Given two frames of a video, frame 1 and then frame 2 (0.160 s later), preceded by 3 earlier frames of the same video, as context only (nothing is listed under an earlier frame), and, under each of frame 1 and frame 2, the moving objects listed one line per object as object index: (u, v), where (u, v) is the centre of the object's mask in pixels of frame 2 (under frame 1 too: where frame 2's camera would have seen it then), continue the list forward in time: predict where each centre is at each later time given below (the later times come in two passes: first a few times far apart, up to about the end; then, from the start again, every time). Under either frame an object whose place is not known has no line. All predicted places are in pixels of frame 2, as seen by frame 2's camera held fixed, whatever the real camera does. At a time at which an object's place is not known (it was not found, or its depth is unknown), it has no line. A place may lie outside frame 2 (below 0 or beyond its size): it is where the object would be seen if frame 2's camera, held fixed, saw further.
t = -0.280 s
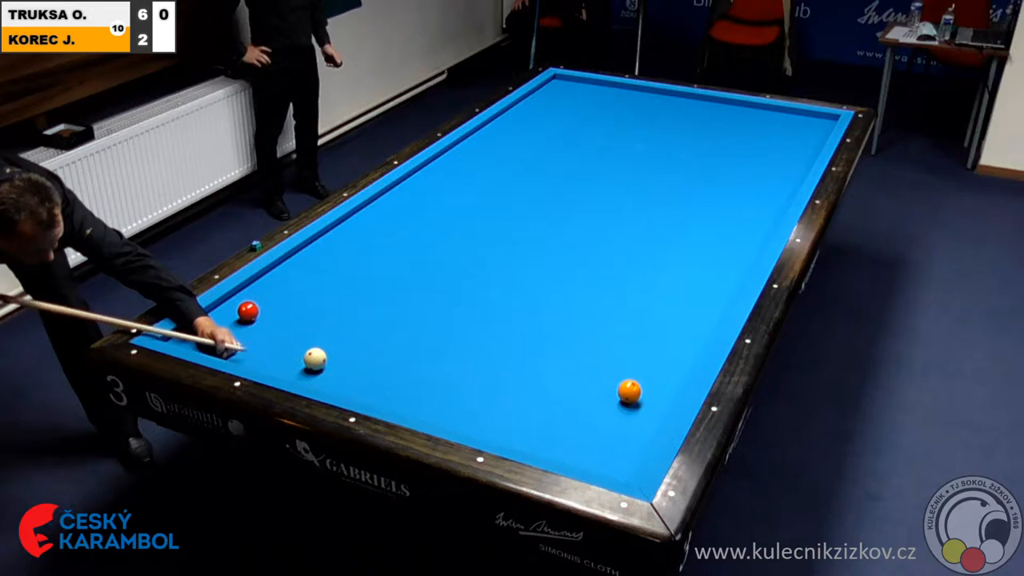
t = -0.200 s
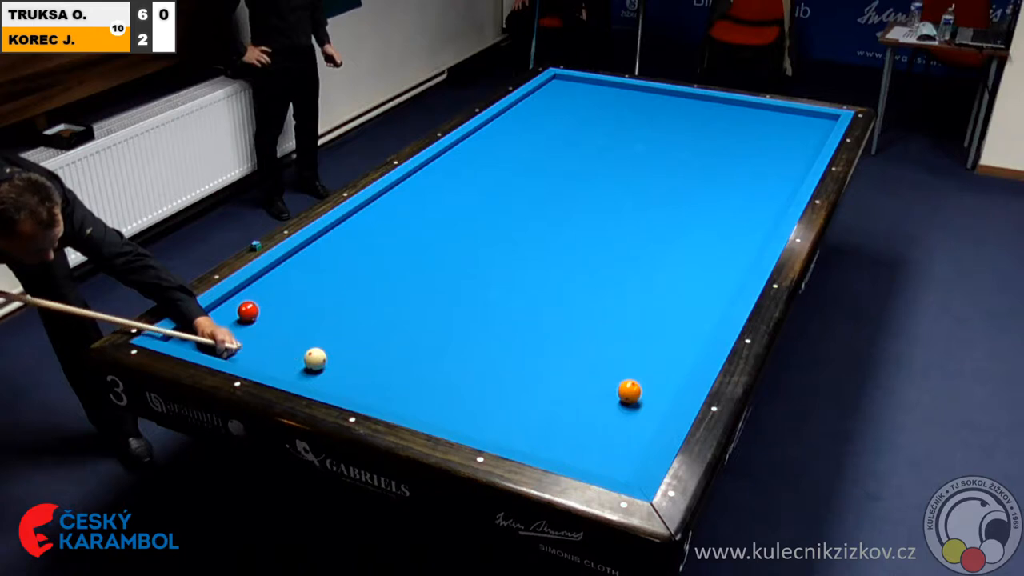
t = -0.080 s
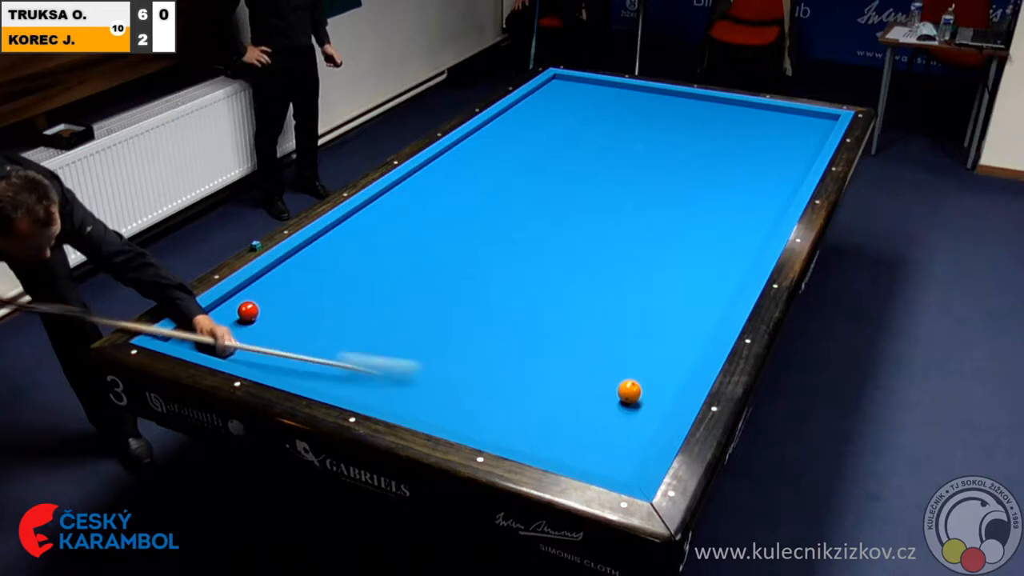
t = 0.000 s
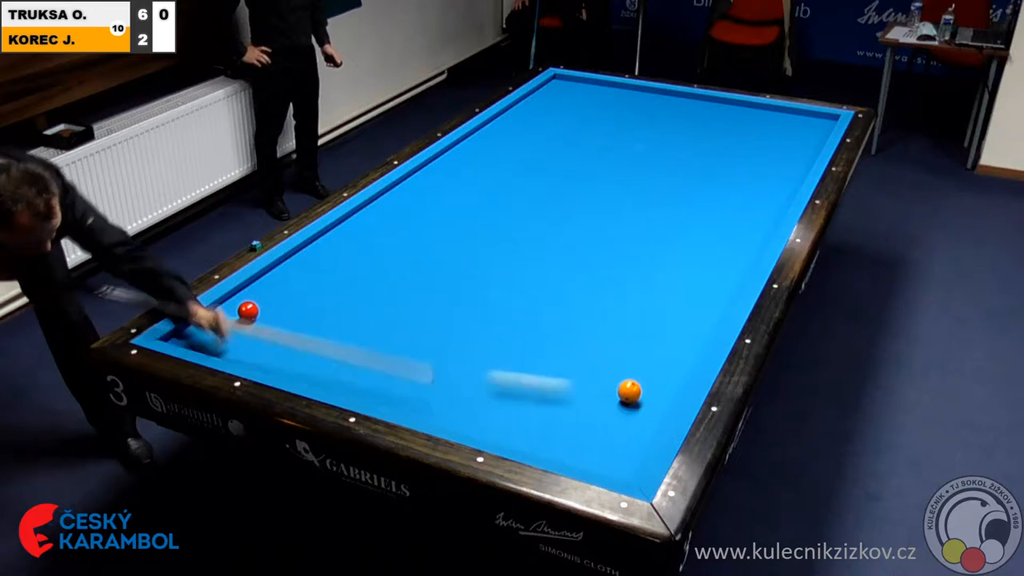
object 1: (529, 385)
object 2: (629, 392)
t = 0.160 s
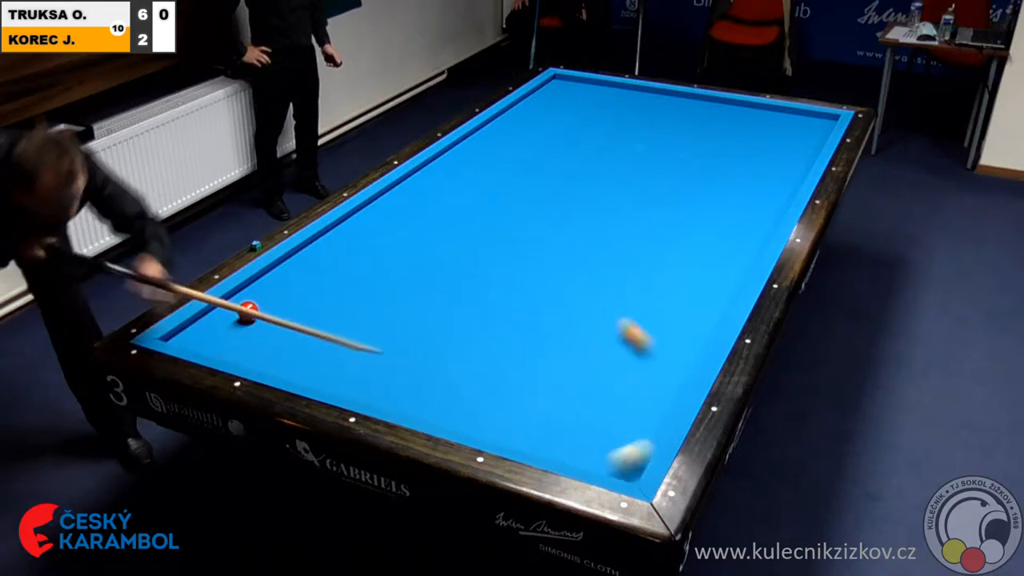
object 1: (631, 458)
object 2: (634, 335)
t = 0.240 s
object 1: (587, 447)
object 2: (592, 298)
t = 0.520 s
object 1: (524, 344)
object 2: (491, 207)
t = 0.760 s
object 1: (485, 285)
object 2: (440, 158)
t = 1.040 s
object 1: (448, 229)
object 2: (539, 153)
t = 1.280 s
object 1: (423, 190)
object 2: (603, 145)
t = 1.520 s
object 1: (452, 167)
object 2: (662, 137)
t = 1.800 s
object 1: (519, 150)
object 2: (727, 129)
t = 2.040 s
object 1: (572, 137)
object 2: (779, 122)
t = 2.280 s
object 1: (622, 125)
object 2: (828, 116)
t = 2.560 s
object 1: (675, 111)
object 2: (815, 122)
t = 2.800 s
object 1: (717, 101)
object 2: (799, 124)
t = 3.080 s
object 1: (748, 115)
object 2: (782, 128)
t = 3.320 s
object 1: (775, 124)
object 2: (768, 133)
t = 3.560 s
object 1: (795, 132)
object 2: (759, 144)
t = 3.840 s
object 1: (819, 139)
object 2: (747, 157)
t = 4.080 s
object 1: (805, 142)
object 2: (736, 168)
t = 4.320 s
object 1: (790, 144)
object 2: (725, 180)
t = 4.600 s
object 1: (773, 146)
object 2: (711, 195)
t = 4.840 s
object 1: (759, 148)
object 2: (699, 208)
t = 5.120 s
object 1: (743, 151)
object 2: (684, 223)
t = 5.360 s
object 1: (729, 153)
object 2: (671, 237)
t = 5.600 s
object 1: (716, 155)
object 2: (657, 251)
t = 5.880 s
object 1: (702, 157)
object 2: (641, 268)
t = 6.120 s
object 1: (689, 158)
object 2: (627, 284)
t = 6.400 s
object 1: (676, 161)
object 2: (609, 302)
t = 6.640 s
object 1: (665, 162)
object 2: (594, 319)
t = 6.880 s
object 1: (654, 164)
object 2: (577, 336)
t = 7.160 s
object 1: (642, 166)
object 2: (558, 357)
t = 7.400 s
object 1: (632, 167)
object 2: (540, 375)
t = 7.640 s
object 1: (623, 168)
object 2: (522, 394)
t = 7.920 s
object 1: (613, 170)
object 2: (500, 417)
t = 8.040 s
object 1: (609, 170)
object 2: (491, 426)
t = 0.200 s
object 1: (602, 461)
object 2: (612, 315)
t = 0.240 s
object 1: (587, 447)
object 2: (592, 298)
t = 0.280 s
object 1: (576, 426)
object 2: (574, 281)
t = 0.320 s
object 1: (566, 411)
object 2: (557, 266)
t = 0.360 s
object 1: (556, 394)
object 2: (542, 253)
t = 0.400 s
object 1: (547, 380)
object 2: (527, 240)
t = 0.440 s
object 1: (539, 368)
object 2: (514, 228)
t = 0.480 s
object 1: (531, 356)
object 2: (502, 217)
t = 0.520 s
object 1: (524, 344)
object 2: (491, 207)
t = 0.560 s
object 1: (516, 333)
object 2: (480, 197)
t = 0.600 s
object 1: (510, 323)
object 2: (471, 188)
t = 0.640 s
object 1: (503, 313)
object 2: (462, 180)
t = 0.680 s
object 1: (497, 303)
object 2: (453, 172)
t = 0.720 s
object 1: (491, 293)
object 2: (445, 164)
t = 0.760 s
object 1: (485, 285)
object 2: (440, 158)
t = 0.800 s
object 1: (479, 276)
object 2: (455, 157)
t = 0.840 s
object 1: (473, 268)
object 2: (471, 157)
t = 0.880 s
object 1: (468, 259)
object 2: (486, 156)
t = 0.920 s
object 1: (463, 251)
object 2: (500, 156)
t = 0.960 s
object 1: (458, 243)
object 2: (514, 155)
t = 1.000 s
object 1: (453, 235)
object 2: (526, 154)
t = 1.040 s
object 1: (448, 229)
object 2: (539, 153)
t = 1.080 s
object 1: (444, 221)
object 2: (551, 152)
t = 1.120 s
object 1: (439, 215)
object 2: (562, 151)
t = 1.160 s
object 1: (435, 208)
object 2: (572, 150)
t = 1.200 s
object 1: (431, 202)
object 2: (583, 148)
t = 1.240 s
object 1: (427, 196)
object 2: (593, 147)
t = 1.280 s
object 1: (423, 190)
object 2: (603, 145)
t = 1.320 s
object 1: (419, 184)
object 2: (613, 144)
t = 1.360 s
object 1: (415, 178)
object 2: (623, 143)
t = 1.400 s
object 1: (417, 174)
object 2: (632, 141)
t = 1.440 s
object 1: (429, 172)
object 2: (642, 140)
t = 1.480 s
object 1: (441, 169)
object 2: (652, 139)
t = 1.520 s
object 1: (452, 167)
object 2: (662, 137)
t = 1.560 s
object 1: (462, 164)
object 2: (671, 136)
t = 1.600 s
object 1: (472, 162)
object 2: (681, 134)
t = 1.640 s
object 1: (482, 160)
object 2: (690, 133)
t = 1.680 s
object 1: (491, 157)
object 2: (700, 132)
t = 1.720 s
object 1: (501, 155)
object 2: (709, 131)
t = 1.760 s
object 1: (510, 152)
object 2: (718, 130)
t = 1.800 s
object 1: (519, 150)
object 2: (727, 129)
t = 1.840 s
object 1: (529, 148)
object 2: (736, 127)
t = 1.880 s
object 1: (538, 146)
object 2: (744, 126)
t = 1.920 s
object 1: (547, 144)
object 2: (753, 125)
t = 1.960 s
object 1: (555, 141)
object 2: (762, 124)
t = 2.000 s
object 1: (564, 139)
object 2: (771, 123)
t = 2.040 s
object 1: (572, 137)
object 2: (779, 122)
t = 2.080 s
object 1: (581, 135)
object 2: (788, 121)
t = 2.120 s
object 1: (589, 133)
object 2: (796, 119)
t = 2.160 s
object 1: (598, 131)
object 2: (804, 118)
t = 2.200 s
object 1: (606, 129)
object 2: (813, 117)
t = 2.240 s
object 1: (614, 127)
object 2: (821, 116)
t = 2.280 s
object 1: (622, 125)
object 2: (828, 116)
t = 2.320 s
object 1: (630, 123)
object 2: (831, 118)
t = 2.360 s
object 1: (638, 121)
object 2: (830, 119)
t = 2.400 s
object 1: (645, 119)
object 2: (827, 120)
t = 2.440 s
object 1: (653, 117)
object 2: (824, 120)
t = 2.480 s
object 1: (661, 115)
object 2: (821, 121)
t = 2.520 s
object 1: (668, 113)
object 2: (818, 121)
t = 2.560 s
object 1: (675, 111)
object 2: (815, 122)
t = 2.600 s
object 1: (683, 110)
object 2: (813, 122)
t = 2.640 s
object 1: (690, 108)
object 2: (810, 123)
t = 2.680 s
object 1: (697, 106)
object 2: (808, 123)
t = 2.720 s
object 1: (704, 104)
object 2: (805, 123)
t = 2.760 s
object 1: (710, 103)
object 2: (802, 124)
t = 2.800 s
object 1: (717, 101)
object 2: (799, 124)
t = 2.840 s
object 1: (723, 101)
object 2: (797, 125)
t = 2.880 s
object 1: (727, 103)
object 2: (794, 125)
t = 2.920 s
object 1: (731, 106)
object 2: (792, 126)
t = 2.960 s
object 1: (735, 108)
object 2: (789, 126)
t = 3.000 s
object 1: (739, 110)
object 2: (787, 127)
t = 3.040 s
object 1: (744, 113)
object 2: (784, 127)
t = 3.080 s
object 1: (748, 115)
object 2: (782, 128)
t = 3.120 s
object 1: (753, 117)
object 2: (779, 128)
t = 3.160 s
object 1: (757, 119)
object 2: (776, 129)
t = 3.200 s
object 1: (761, 122)
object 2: (774, 129)
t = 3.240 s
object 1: (764, 122)
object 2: (772, 130)
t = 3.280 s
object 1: (769, 122)
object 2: (770, 131)
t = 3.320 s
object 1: (775, 124)
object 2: (768, 133)
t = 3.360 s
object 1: (777, 127)
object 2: (767, 135)
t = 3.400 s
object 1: (780, 128)
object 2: (765, 137)
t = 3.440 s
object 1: (784, 129)
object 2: (763, 139)
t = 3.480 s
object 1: (788, 130)
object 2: (762, 140)
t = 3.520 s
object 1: (792, 131)
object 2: (760, 142)
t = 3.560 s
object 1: (795, 132)
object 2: (759, 144)
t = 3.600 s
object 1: (799, 133)
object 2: (757, 146)
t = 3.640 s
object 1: (802, 134)
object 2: (755, 148)
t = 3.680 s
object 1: (806, 135)
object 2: (754, 149)
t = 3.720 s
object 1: (809, 137)
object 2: (752, 151)
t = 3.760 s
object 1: (813, 137)
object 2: (750, 153)
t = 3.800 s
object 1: (816, 138)
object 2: (748, 155)
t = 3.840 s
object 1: (819, 139)
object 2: (747, 157)
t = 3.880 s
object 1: (818, 140)
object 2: (745, 159)
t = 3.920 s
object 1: (816, 140)
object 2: (743, 161)
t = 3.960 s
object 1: (813, 141)
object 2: (741, 163)
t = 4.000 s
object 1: (810, 141)
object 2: (739, 165)
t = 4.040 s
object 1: (808, 141)
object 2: (738, 167)
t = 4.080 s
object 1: (805, 142)
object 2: (736, 168)
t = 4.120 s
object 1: (803, 142)
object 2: (734, 170)
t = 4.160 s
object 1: (800, 142)
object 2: (732, 172)
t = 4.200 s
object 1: (798, 143)
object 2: (730, 174)
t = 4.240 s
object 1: (795, 143)
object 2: (729, 176)
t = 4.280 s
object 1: (793, 144)
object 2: (726, 178)
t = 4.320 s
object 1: (790, 144)
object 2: (725, 180)
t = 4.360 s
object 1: (788, 144)
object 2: (723, 182)
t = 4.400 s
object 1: (785, 145)
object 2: (721, 184)
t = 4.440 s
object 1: (783, 145)
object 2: (719, 186)
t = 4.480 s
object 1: (780, 145)
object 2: (717, 189)
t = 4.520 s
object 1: (778, 146)
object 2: (715, 191)
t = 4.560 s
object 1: (776, 146)
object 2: (713, 193)
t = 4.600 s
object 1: (773, 146)
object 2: (711, 195)
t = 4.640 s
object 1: (771, 147)
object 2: (709, 197)
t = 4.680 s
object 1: (768, 147)
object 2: (707, 199)
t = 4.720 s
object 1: (766, 147)
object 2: (705, 201)
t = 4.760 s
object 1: (764, 148)
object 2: (703, 203)
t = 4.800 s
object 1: (761, 148)
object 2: (701, 205)
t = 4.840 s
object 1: (759, 148)
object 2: (699, 208)
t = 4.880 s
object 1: (757, 149)
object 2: (696, 210)
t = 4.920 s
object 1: (754, 149)
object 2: (694, 212)
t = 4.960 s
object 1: (752, 150)
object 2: (692, 214)
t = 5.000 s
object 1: (750, 150)
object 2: (690, 216)
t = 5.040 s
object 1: (747, 150)
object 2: (688, 219)
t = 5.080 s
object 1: (745, 151)
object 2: (686, 221)
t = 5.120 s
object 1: (743, 151)
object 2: (684, 223)
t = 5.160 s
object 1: (741, 151)
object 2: (682, 226)
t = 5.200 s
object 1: (738, 151)
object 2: (679, 228)
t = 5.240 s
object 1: (736, 152)
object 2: (677, 230)
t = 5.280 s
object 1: (734, 152)
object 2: (675, 232)
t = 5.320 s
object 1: (731, 152)
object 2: (673, 235)
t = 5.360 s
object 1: (729, 153)
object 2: (671, 237)
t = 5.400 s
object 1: (727, 153)
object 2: (669, 239)
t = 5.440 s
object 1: (725, 153)
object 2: (666, 242)
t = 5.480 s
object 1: (723, 154)
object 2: (664, 244)
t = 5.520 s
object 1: (720, 154)
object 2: (662, 246)
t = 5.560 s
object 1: (718, 154)
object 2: (659, 249)
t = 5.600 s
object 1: (716, 155)
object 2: (657, 251)
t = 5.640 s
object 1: (714, 155)
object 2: (655, 254)
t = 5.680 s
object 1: (712, 155)
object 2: (652, 256)
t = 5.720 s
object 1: (710, 155)
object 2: (651, 258)
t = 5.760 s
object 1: (708, 156)
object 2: (648, 261)
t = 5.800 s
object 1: (706, 156)
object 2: (646, 263)
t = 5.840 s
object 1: (704, 156)
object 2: (643, 266)
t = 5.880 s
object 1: (702, 157)
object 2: (641, 268)
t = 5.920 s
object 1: (699, 157)
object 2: (639, 271)
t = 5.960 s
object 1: (697, 157)
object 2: (636, 273)
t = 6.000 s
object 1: (695, 158)
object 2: (634, 275)
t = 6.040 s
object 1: (694, 158)
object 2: (632, 278)
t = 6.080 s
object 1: (691, 158)
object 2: (629, 281)
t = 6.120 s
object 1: (689, 158)
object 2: (627, 284)
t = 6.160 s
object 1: (688, 159)
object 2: (625, 286)
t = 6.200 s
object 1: (685, 159)
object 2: (622, 289)
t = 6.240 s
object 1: (683, 159)
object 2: (620, 291)
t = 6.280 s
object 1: (682, 160)
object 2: (617, 294)
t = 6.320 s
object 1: (680, 160)
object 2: (614, 297)
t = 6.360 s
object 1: (678, 160)
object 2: (612, 300)
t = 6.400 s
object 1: (676, 161)
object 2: (609, 302)
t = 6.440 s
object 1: (674, 161)
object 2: (607, 305)
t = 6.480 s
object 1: (672, 161)
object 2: (604, 308)
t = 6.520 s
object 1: (670, 162)
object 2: (602, 310)
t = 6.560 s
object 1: (668, 162)
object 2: (599, 313)
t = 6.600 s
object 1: (666, 162)
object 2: (596, 316)
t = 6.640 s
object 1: (665, 162)
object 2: (594, 319)
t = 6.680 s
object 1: (663, 163)
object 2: (591, 322)
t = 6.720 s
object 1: (661, 163)
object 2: (588, 325)
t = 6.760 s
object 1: (659, 163)
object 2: (586, 327)
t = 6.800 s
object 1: (657, 163)
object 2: (583, 330)
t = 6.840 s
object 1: (656, 164)
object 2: (580, 333)
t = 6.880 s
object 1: (654, 164)
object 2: (577, 336)
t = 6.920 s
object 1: (652, 164)
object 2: (575, 339)
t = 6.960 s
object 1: (651, 165)
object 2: (572, 342)
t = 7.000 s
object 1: (649, 165)
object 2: (569, 345)
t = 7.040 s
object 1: (647, 165)
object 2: (566, 348)
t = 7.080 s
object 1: (645, 165)
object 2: (563, 351)
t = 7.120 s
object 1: (644, 166)
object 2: (561, 354)
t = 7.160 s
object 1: (642, 166)
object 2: (558, 357)
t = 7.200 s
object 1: (640, 166)
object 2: (555, 359)
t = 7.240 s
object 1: (639, 166)
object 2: (552, 362)
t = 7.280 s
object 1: (637, 166)
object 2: (549, 366)
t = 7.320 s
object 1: (635, 167)
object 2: (546, 369)
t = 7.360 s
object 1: (634, 167)
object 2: (543, 372)
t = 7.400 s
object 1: (632, 167)
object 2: (540, 375)
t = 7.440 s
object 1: (631, 167)
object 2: (537, 378)
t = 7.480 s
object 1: (629, 167)
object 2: (534, 381)
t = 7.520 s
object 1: (628, 168)
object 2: (531, 385)
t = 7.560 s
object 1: (626, 168)
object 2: (528, 387)
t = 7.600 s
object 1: (625, 168)
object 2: (525, 391)
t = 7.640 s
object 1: (623, 168)
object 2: (522, 394)
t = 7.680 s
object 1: (622, 169)
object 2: (519, 397)
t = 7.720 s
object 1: (620, 169)
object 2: (516, 400)
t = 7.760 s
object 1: (619, 169)
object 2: (513, 404)
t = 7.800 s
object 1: (617, 169)
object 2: (510, 407)
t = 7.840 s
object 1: (616, 170)
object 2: (507, 410)
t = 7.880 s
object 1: (615, 170)
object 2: (504, 413)
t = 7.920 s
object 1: (613, 170)
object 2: (500, 417)
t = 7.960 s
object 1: (612, 170)
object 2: (497, 420)
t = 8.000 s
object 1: (610, 170)
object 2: (494, 422)
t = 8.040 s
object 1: (609, 170)
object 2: (491, 426)
